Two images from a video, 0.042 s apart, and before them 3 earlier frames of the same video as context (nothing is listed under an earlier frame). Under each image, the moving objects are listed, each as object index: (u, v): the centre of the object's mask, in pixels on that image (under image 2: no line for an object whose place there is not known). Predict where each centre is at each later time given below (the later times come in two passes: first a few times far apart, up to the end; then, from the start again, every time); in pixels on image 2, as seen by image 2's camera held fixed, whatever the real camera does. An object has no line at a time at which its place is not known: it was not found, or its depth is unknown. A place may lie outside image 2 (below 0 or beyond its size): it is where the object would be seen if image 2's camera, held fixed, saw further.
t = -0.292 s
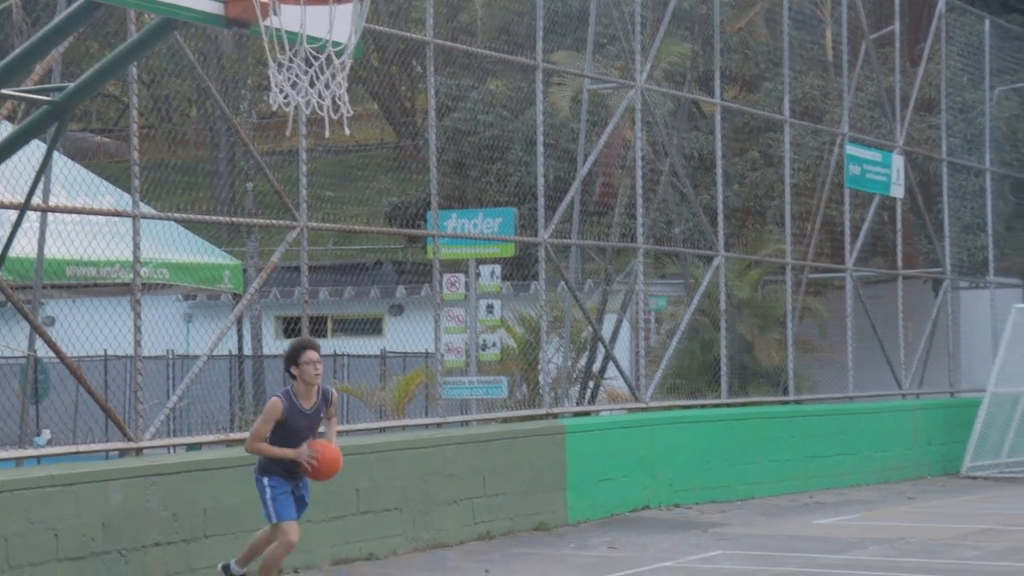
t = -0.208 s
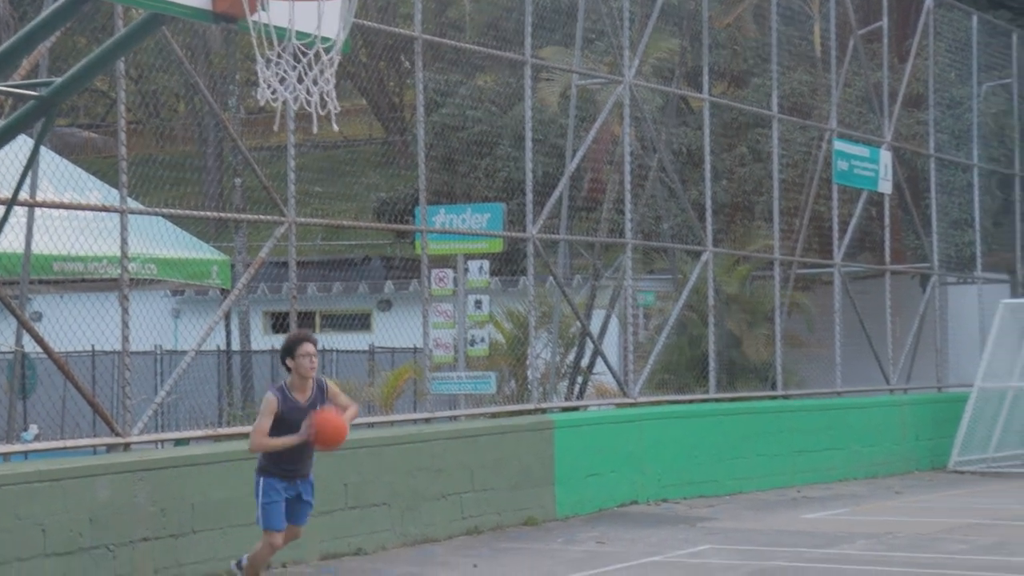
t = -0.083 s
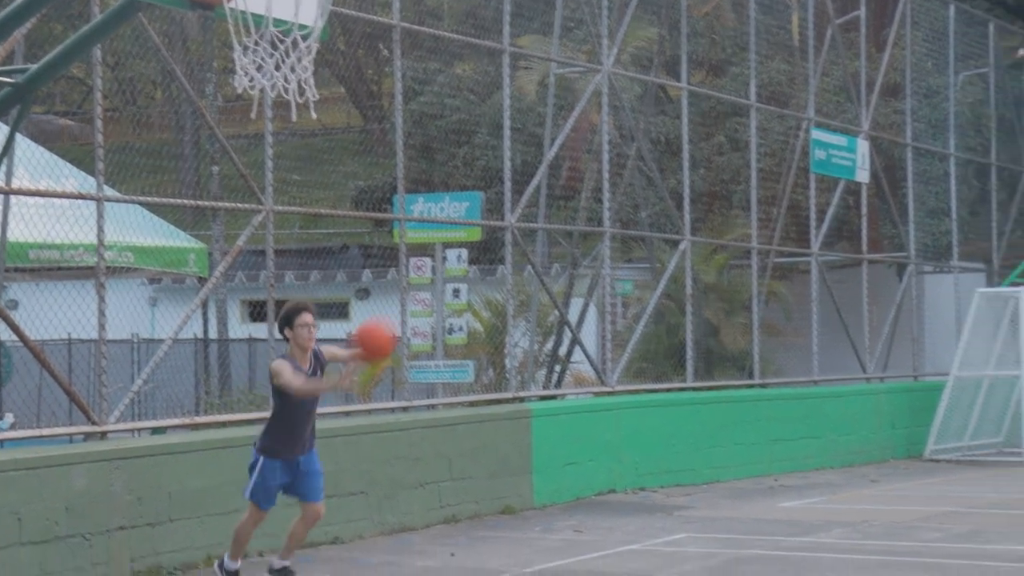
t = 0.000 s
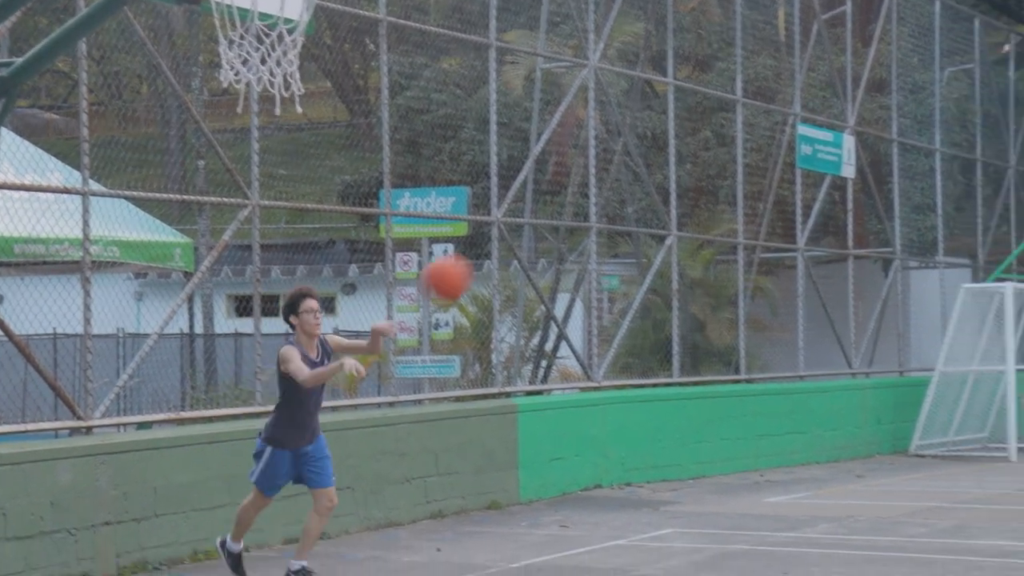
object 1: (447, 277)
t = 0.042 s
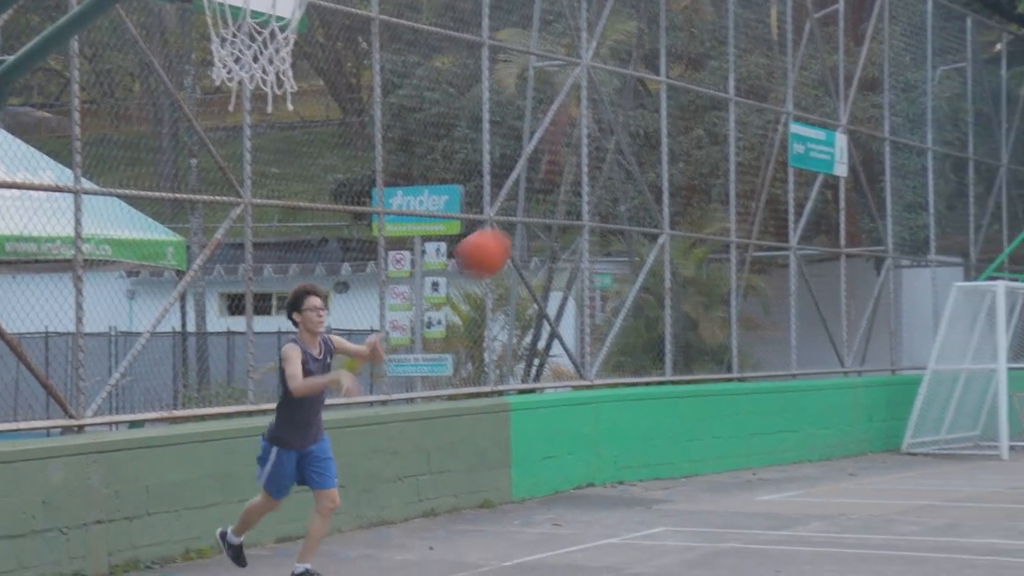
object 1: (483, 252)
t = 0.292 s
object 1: (801, 161)
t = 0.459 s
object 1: (1065, 168)
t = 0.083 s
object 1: (531, 230)
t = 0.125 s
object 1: (580, 210)
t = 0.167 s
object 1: (631, 194)
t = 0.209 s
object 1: (686, 180)
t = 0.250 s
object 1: (742, 169)
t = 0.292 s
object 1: (801, 161)
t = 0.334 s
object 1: (871, 158)
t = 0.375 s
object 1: (932, 157)
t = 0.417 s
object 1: (1003, 161)
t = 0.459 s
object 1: (1065, 168)
